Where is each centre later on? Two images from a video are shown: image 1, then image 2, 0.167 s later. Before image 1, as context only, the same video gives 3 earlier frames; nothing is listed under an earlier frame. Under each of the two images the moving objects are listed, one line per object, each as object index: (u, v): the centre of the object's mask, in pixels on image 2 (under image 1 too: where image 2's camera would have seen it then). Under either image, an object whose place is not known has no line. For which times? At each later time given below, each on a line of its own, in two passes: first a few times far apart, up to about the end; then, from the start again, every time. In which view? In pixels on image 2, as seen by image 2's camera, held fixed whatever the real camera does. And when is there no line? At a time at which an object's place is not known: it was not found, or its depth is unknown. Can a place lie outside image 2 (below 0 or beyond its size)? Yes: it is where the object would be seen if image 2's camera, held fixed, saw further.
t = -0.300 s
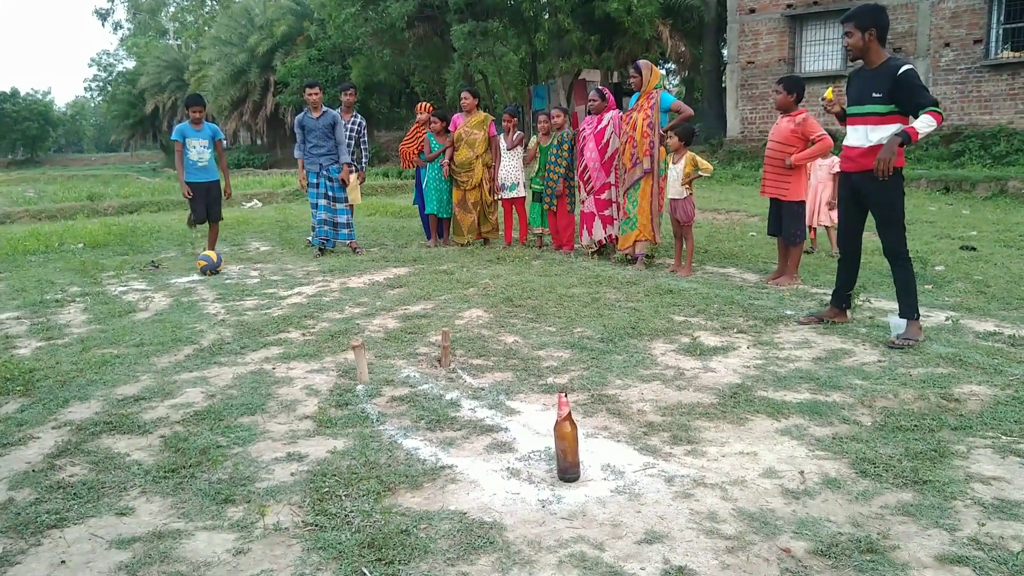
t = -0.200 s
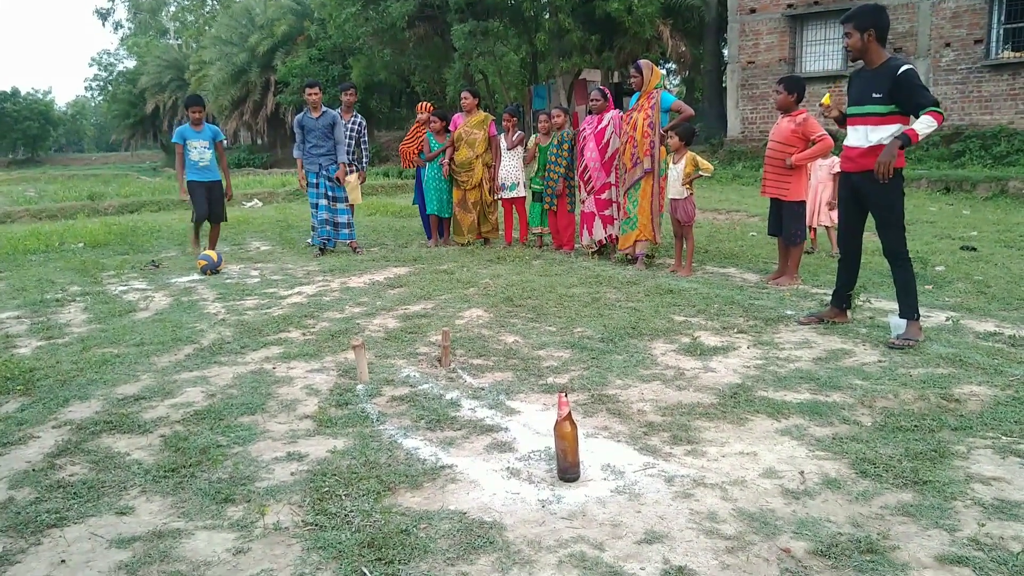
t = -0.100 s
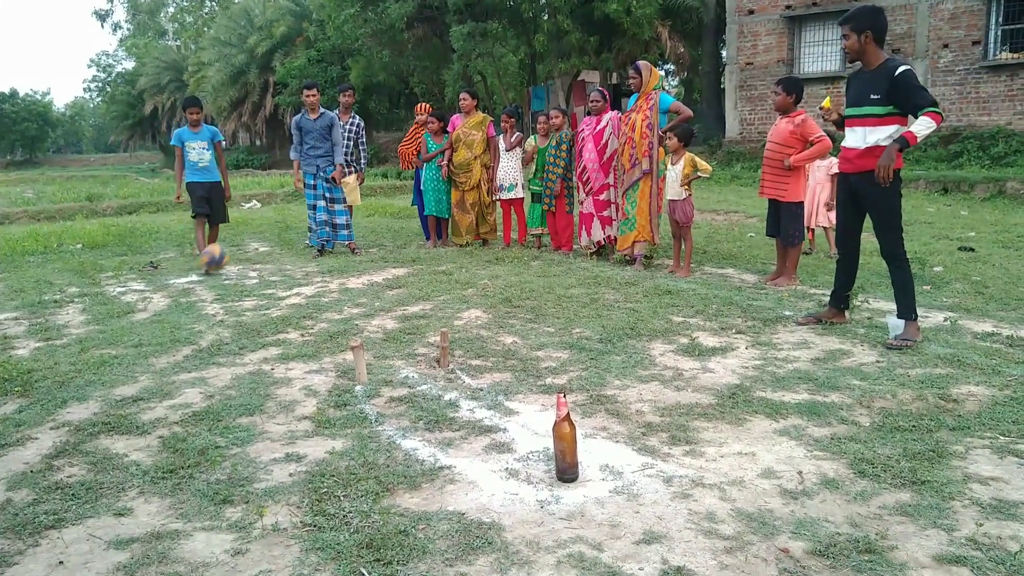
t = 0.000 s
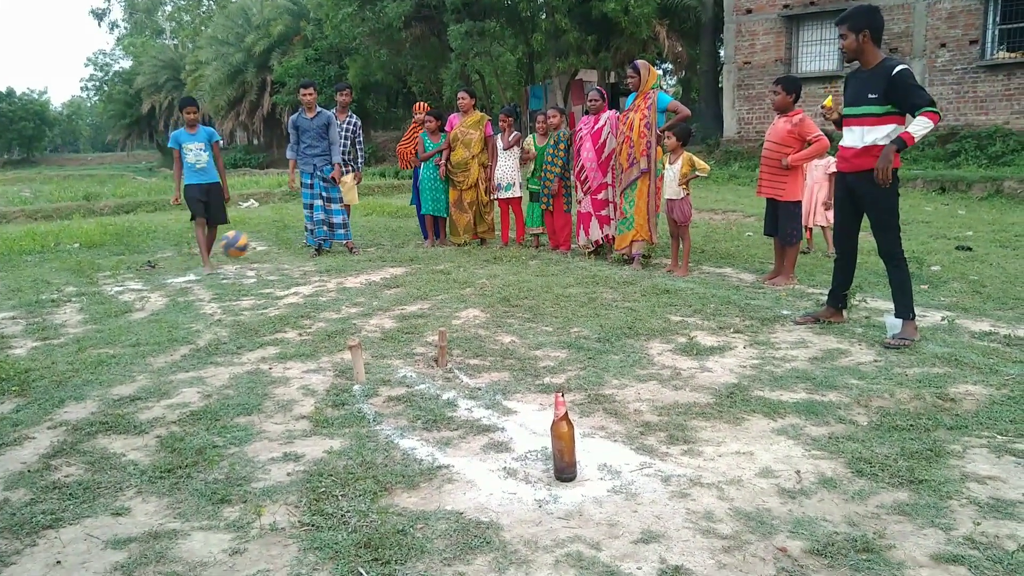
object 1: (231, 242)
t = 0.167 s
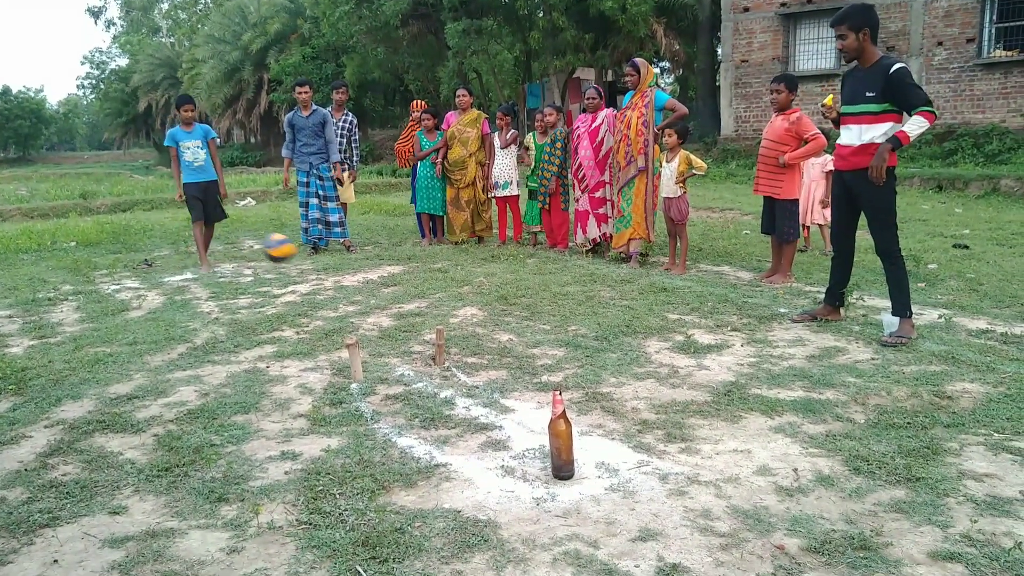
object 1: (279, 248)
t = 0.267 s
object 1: (314, 273)
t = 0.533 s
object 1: (384, 302)
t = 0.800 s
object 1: (457, 319)
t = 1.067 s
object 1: (541, 340)
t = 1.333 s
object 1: (642, 358)
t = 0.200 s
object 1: (289, 254)
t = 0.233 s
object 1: (301, 262)
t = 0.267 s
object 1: (314, 273)
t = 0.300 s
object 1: (327, 287)
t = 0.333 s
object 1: (337, 293)
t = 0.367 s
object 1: (344, 291)
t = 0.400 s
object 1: (351, 292)
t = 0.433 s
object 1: (359, 293)
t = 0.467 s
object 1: (366, 296)
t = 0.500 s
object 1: (374, 300)
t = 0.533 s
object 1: (384, 302)
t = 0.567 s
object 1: (393, 303)
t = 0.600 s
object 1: (401, 304)
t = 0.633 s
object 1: (411, 307)
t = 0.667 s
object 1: (421, 309)
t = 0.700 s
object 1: (429, 309)
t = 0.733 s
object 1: (436, 310)
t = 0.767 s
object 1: (446, 313)
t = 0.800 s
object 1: (457, 319)
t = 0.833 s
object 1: (466, 322)
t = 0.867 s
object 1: (476, 324)
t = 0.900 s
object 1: (486, 327)
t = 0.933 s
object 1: (496, 328)
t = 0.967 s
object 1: (505, 330)
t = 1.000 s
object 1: (517, 334)
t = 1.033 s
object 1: (528, 336)
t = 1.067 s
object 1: (541, 340)
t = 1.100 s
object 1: (553, 341)
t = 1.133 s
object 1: (565, 340)
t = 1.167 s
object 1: (576, 341)
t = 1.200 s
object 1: (588, 344)
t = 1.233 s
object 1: (600, 350)
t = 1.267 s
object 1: (612, 356)
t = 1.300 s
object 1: (627, 359)
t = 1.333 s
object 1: (642, 358)
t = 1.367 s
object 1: (657, 359)
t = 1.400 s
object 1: (672, 364)
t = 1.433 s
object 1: (688, 373)
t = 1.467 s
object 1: (705, 377)
